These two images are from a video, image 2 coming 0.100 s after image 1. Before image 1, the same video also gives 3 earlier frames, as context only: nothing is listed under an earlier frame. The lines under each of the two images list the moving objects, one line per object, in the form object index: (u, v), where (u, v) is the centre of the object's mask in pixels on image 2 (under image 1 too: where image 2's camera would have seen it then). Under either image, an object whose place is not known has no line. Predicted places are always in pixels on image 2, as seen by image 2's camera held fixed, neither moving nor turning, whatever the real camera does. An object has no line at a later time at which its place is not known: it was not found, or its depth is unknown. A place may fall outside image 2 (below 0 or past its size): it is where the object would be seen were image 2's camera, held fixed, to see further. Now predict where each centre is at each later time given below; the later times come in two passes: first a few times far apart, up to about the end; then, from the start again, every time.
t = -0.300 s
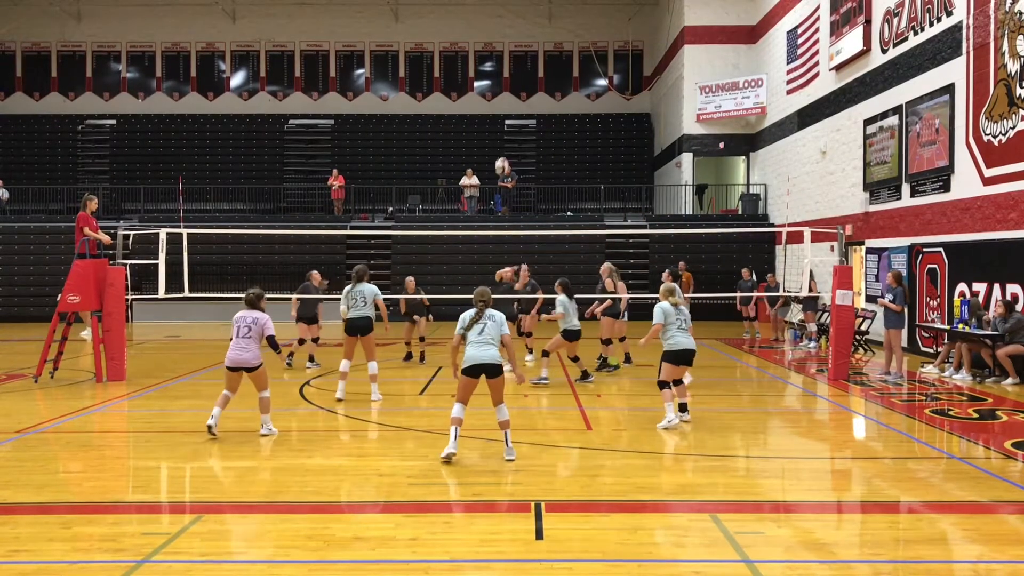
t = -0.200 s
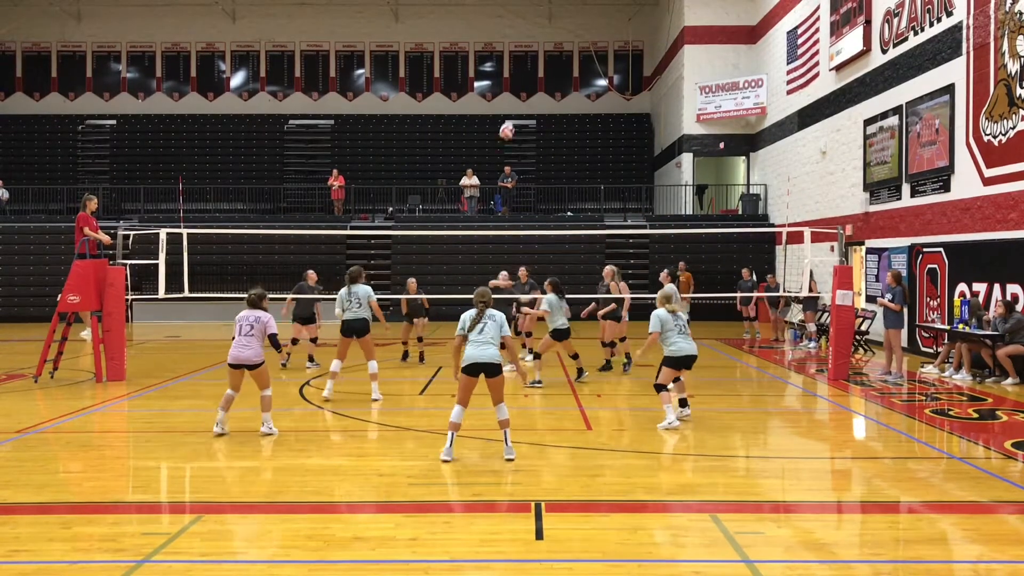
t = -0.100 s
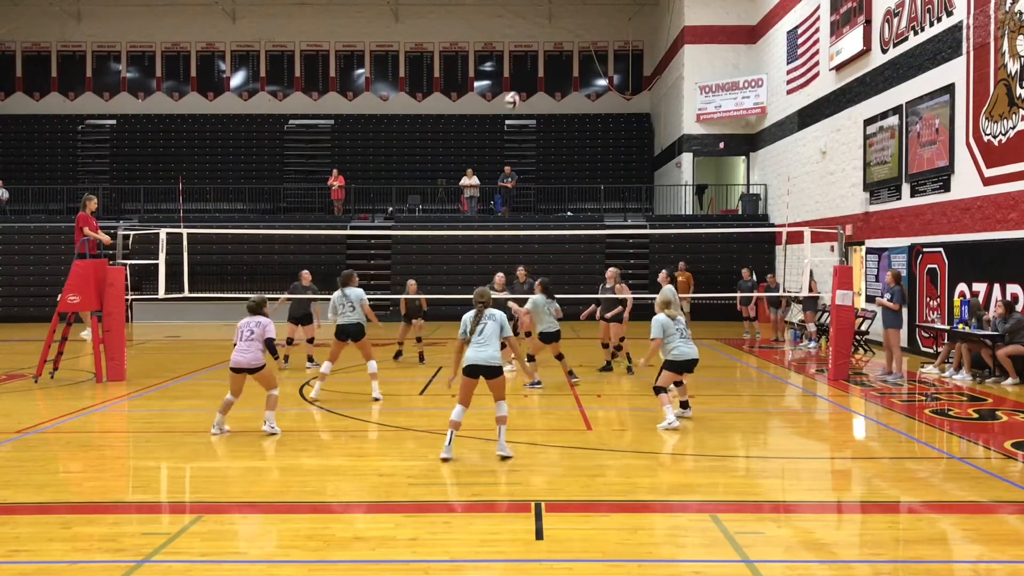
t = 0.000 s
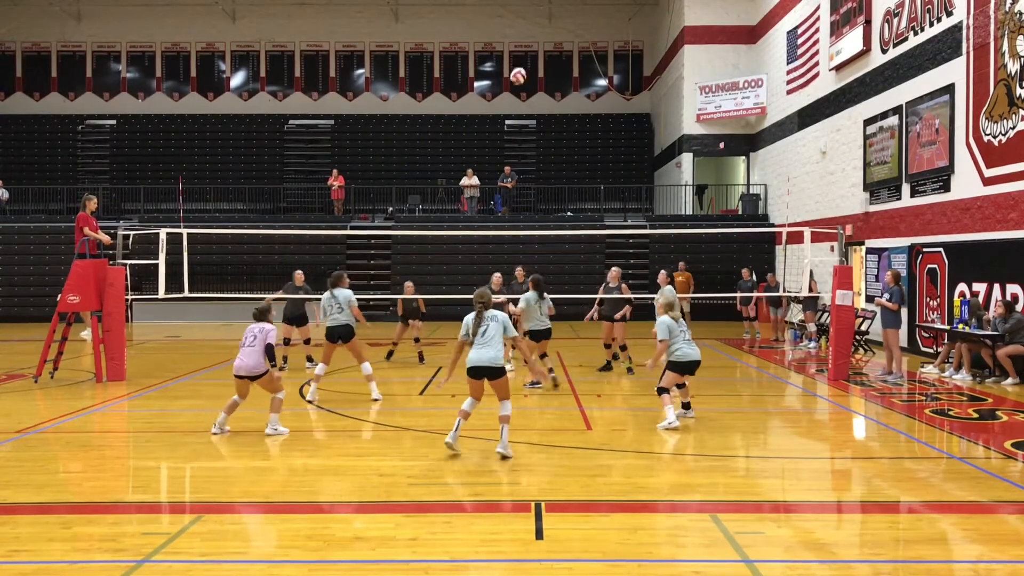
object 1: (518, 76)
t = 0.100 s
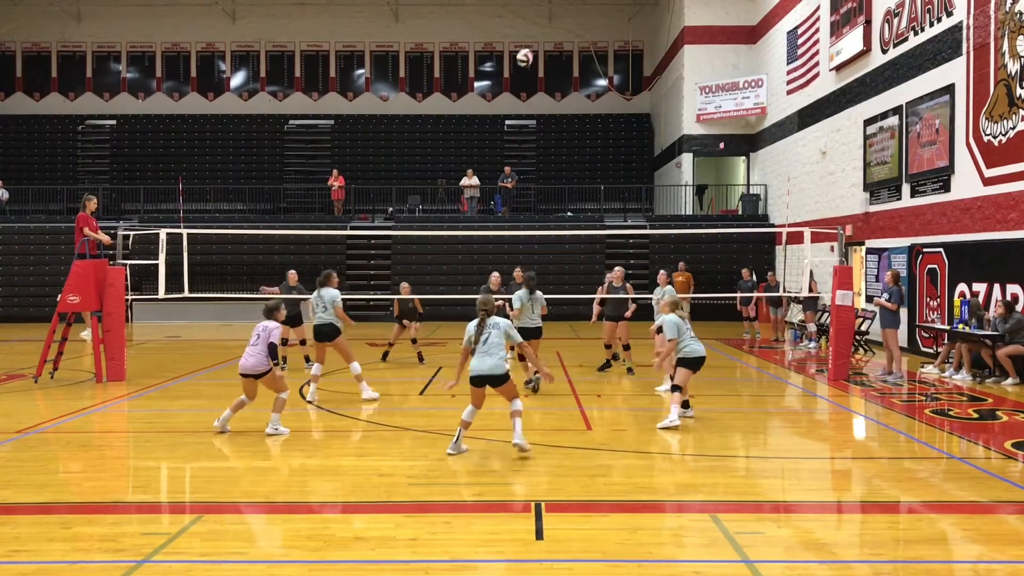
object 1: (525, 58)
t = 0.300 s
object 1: (539, 42)
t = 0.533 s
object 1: (560, 68)
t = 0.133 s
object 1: (527, 53)
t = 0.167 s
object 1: (529, 49)
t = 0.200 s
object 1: (532, 46)
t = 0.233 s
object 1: (534, 44)
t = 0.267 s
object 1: (537, 43)
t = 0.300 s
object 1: (539, 42)
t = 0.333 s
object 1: (542, 43)
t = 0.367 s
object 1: (545, 44)
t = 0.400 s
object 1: (548, 47)
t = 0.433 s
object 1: (551, 51)
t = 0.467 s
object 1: (553, 56)
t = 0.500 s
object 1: (557, 61)
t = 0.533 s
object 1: (560, 68)
